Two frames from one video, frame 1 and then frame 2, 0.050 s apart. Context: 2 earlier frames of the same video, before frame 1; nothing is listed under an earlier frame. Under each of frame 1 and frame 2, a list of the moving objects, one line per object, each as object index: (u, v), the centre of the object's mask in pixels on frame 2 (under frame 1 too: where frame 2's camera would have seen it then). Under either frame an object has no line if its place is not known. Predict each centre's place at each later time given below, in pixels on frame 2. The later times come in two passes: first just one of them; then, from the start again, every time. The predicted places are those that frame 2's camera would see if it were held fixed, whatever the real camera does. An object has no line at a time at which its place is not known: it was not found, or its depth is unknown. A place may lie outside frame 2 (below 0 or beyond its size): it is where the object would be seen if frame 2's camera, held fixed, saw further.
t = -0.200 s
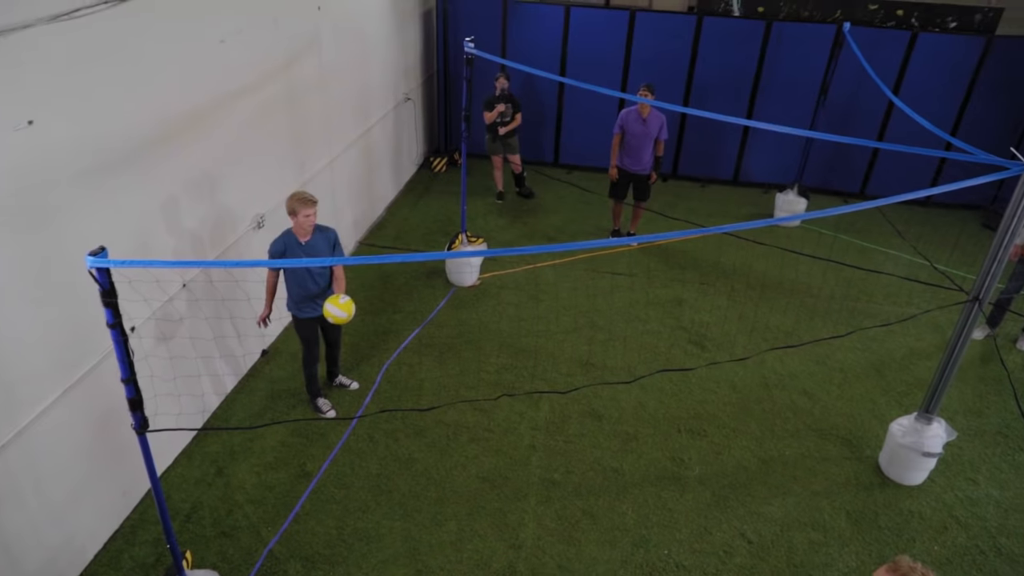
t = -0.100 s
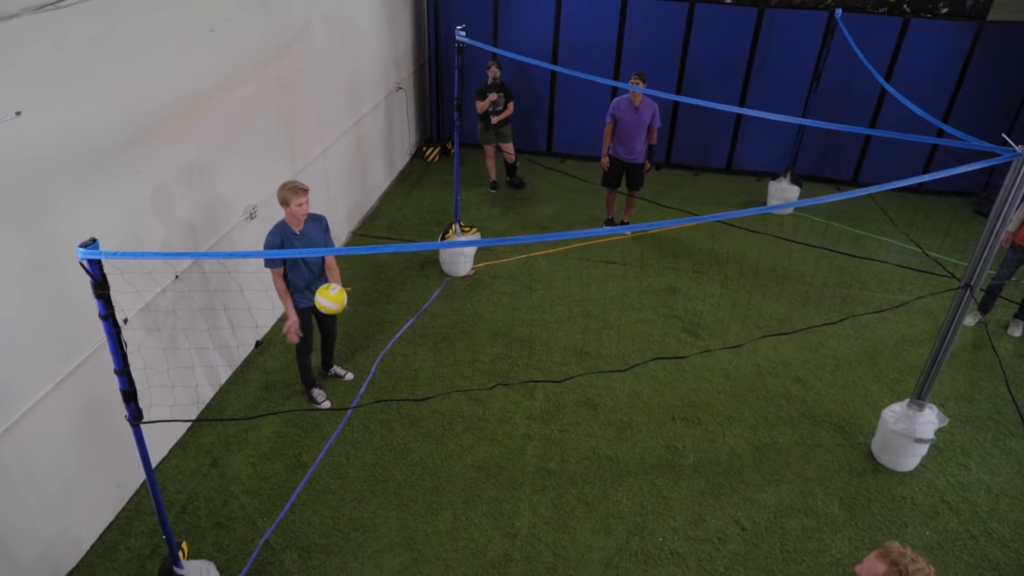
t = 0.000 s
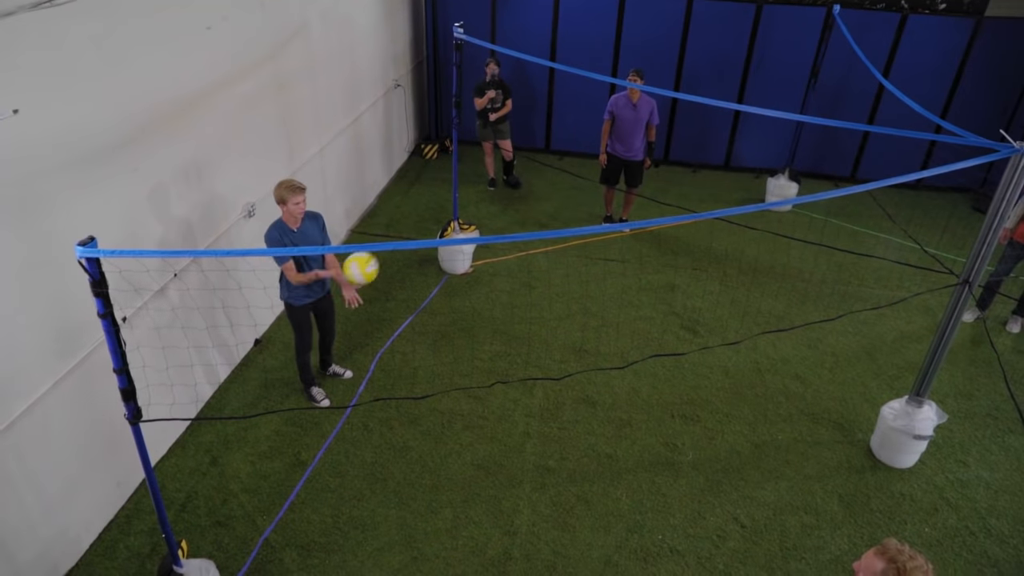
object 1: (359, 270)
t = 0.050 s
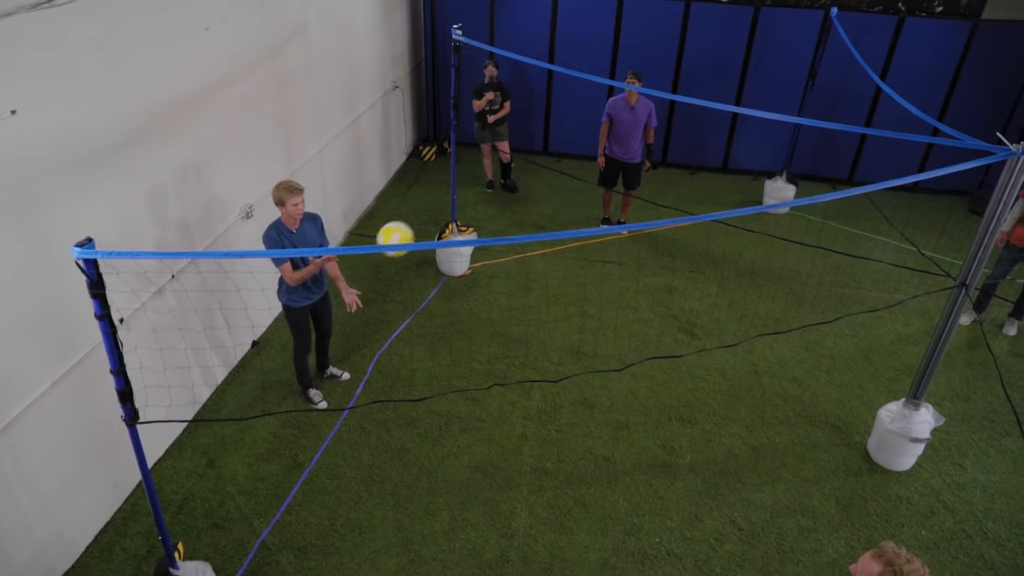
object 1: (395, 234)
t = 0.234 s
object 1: (558, 140)
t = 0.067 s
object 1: (408, 227)
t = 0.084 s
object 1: (421, 219)
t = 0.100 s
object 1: (435, 209)
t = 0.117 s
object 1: (449, 199)
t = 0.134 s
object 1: (463, 190)
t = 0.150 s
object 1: (478, 181)
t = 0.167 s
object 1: (493, 172)
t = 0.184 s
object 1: (509, 164)
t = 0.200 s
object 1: (525, 155)
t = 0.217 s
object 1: (541, 147)
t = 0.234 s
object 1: (558, 140)
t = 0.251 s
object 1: (574, 133)
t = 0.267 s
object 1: (592, 125)
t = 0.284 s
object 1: (610, 118)
